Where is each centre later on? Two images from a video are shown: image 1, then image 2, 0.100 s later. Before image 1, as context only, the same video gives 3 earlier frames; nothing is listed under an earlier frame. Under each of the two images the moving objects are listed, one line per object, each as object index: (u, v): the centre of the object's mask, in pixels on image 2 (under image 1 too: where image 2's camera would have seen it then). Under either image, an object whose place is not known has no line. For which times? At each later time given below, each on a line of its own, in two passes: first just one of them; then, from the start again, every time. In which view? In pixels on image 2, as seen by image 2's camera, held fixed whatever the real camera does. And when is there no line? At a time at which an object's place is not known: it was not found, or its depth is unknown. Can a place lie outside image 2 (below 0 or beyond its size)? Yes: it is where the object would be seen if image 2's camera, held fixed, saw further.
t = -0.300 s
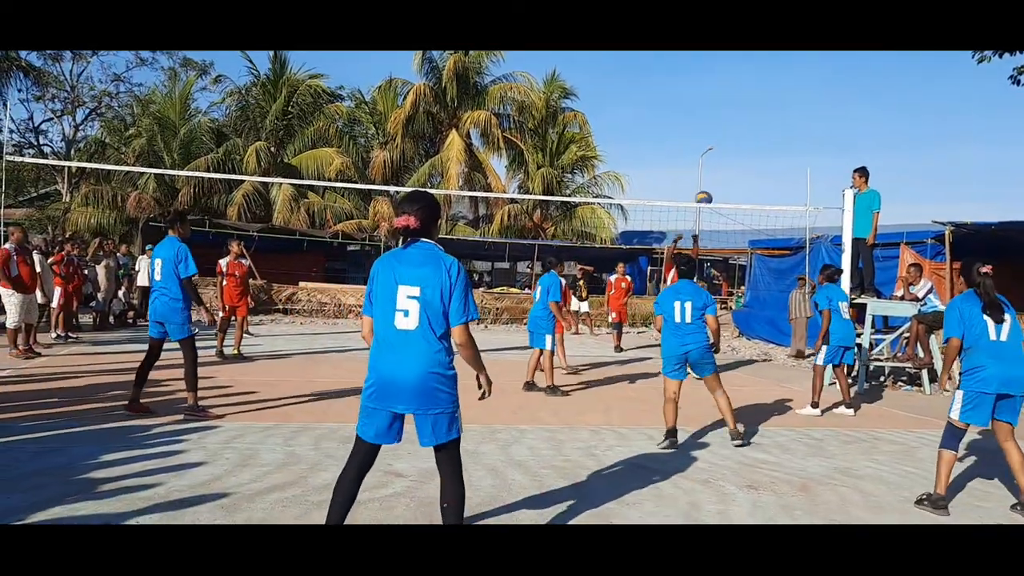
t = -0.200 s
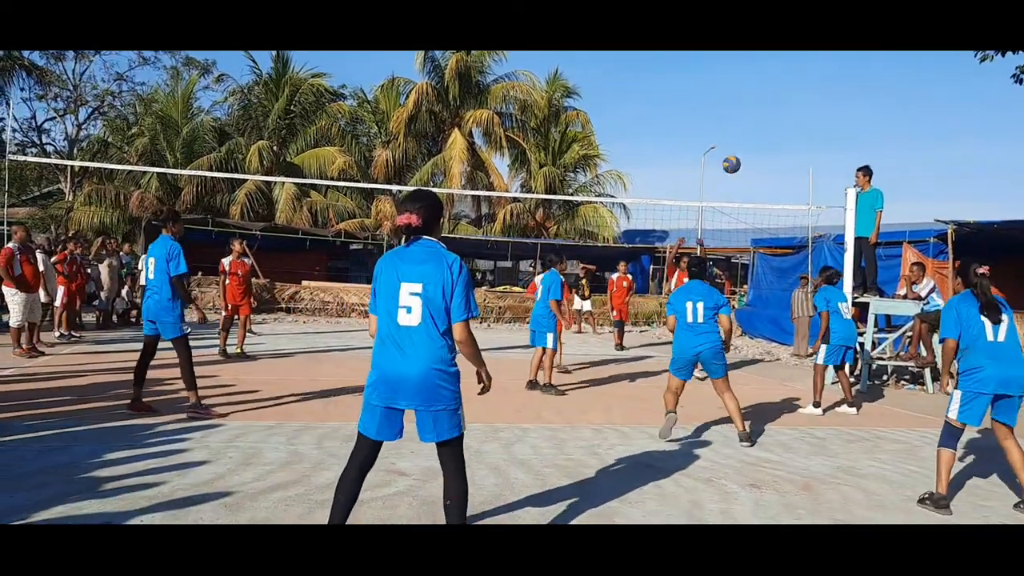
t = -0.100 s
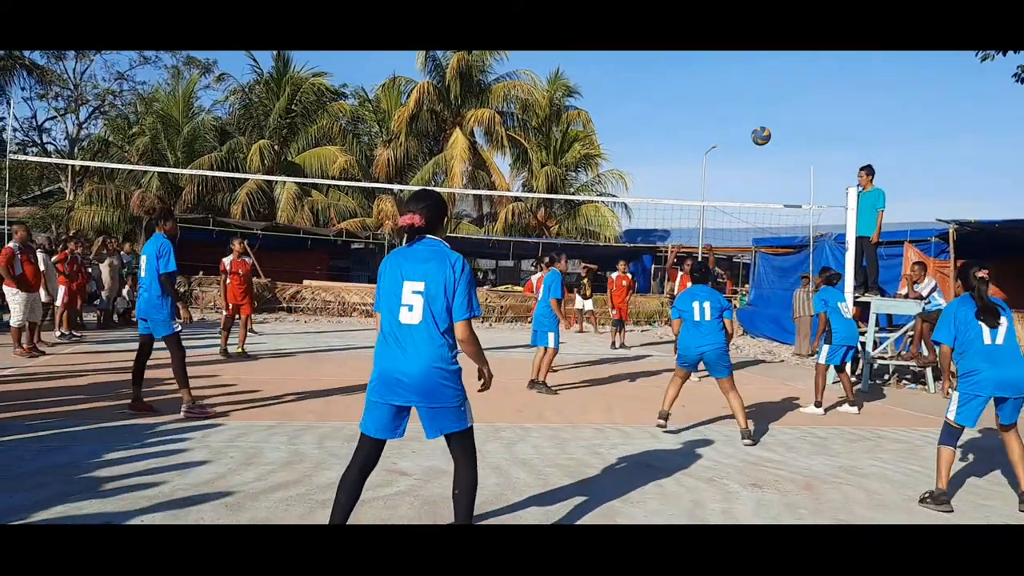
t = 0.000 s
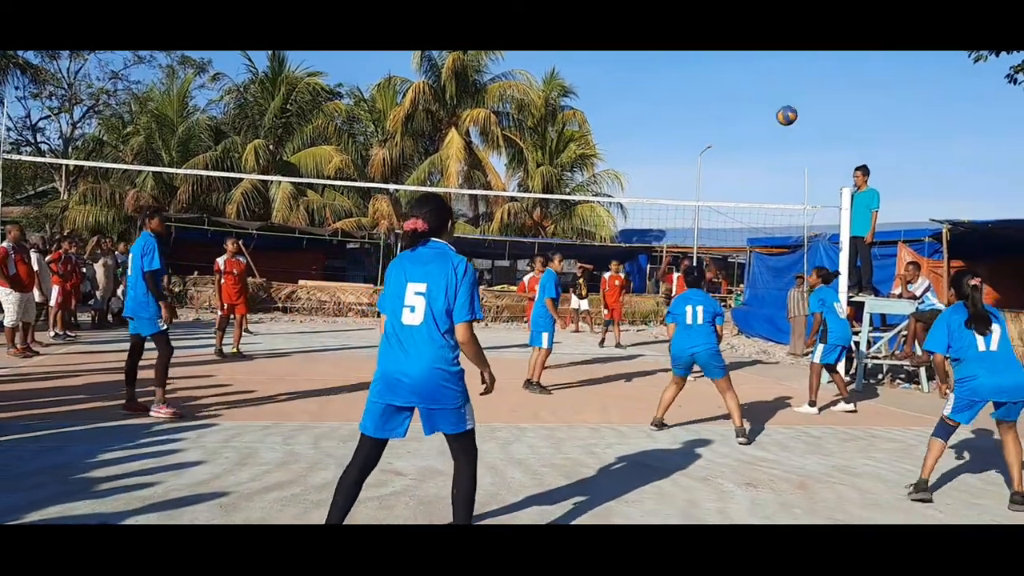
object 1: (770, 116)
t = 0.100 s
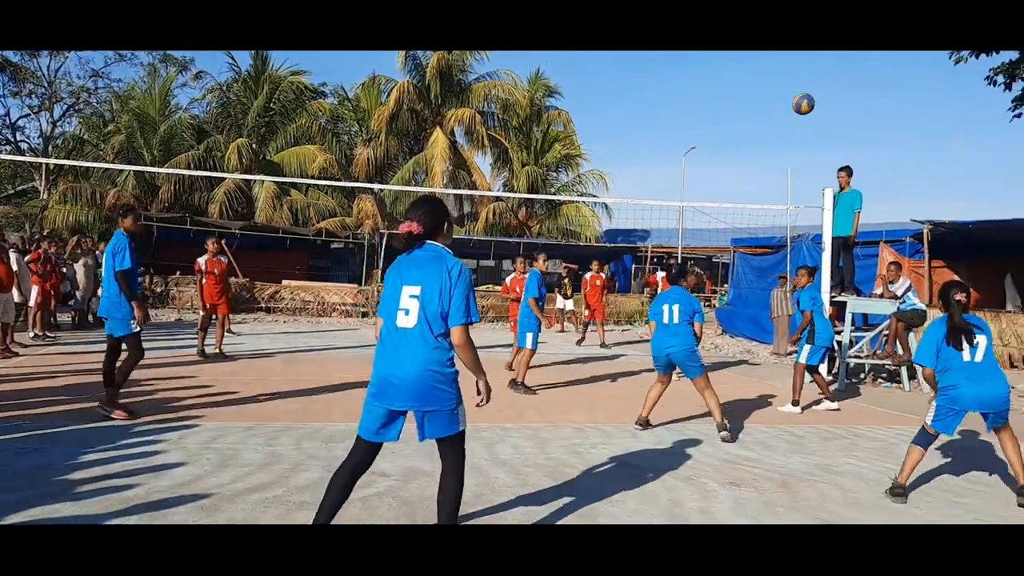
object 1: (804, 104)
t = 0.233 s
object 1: (853, 102)
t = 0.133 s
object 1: (815, 102)
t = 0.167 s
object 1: (827, 100)
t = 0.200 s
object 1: (840, 100)
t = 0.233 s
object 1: (853, 102)
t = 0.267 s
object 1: (867, 104)
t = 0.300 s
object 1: (882, 108)
